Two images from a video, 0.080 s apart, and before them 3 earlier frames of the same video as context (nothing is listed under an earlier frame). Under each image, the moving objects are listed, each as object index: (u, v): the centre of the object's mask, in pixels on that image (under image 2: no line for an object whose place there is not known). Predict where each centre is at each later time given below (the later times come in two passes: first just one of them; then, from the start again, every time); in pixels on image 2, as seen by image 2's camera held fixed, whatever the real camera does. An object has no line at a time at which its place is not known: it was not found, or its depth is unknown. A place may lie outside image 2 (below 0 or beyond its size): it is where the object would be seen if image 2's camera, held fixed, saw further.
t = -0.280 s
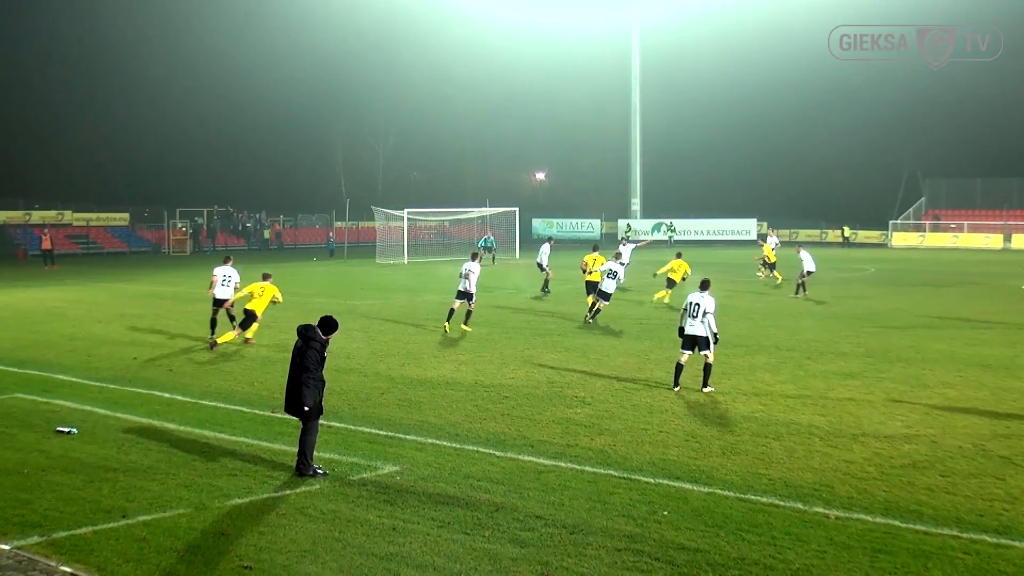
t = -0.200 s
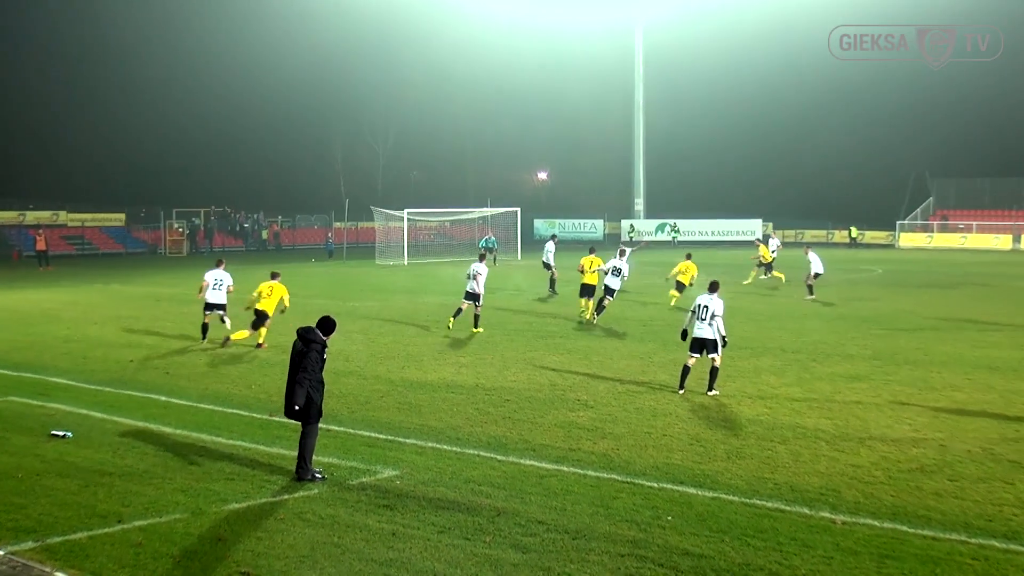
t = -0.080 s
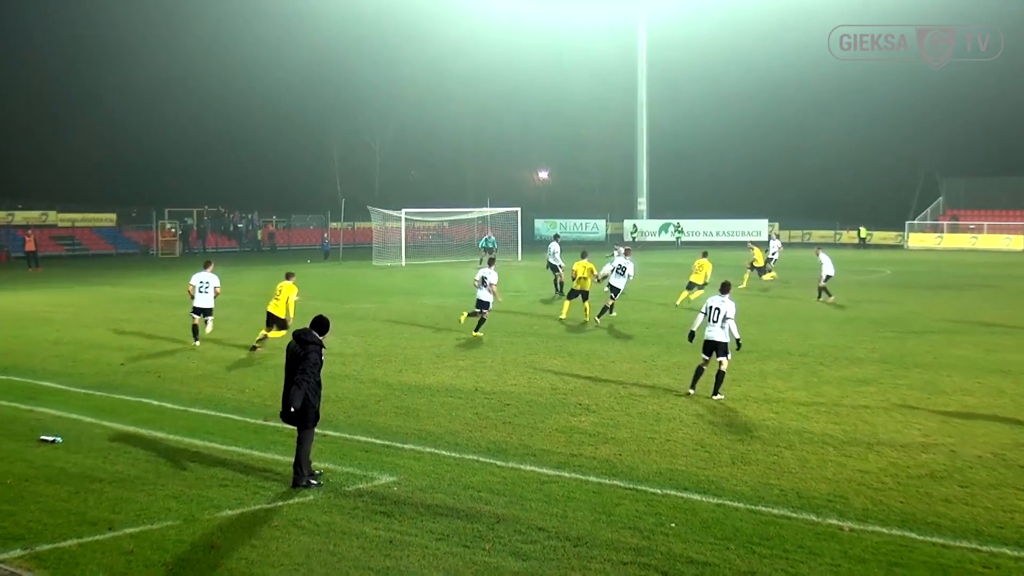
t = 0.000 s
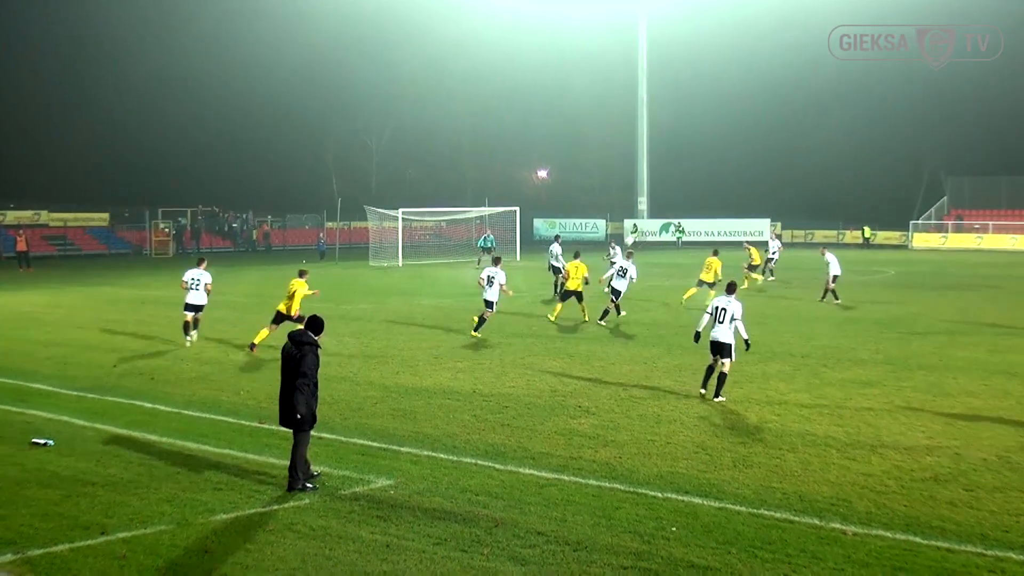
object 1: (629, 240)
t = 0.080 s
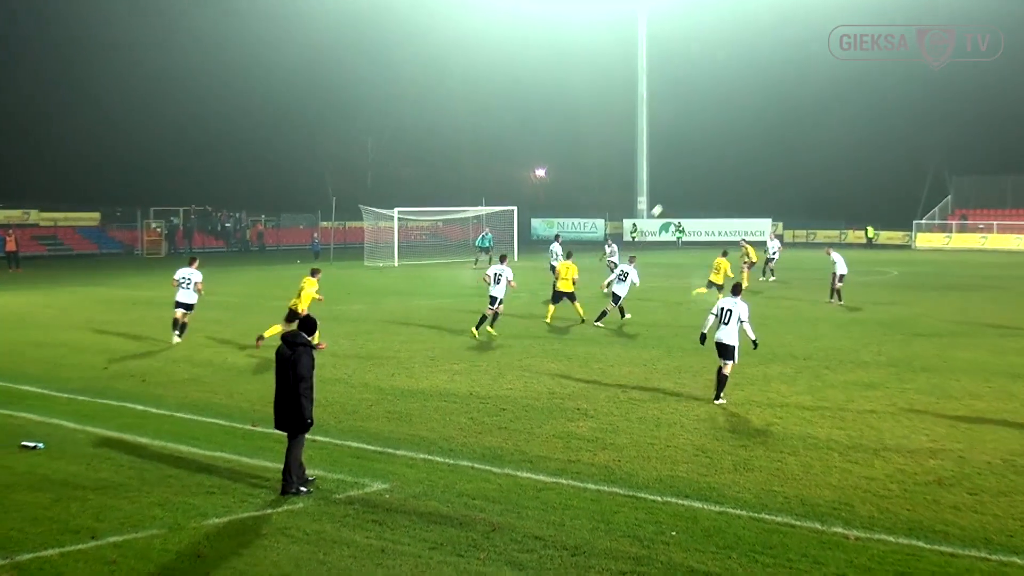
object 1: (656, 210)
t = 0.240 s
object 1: (720, 149)
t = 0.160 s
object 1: (688, 180)
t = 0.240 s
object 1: (720, 149)
